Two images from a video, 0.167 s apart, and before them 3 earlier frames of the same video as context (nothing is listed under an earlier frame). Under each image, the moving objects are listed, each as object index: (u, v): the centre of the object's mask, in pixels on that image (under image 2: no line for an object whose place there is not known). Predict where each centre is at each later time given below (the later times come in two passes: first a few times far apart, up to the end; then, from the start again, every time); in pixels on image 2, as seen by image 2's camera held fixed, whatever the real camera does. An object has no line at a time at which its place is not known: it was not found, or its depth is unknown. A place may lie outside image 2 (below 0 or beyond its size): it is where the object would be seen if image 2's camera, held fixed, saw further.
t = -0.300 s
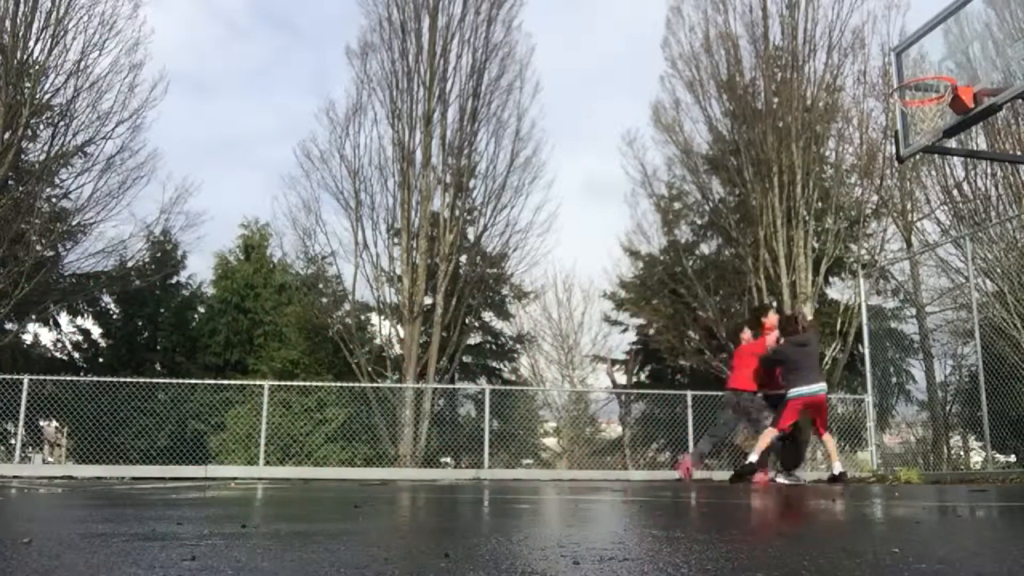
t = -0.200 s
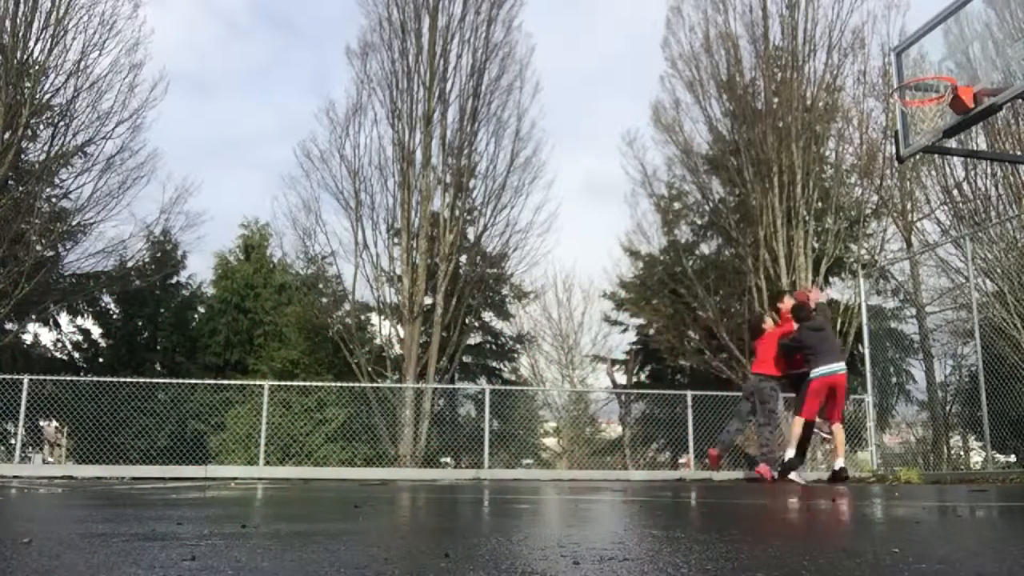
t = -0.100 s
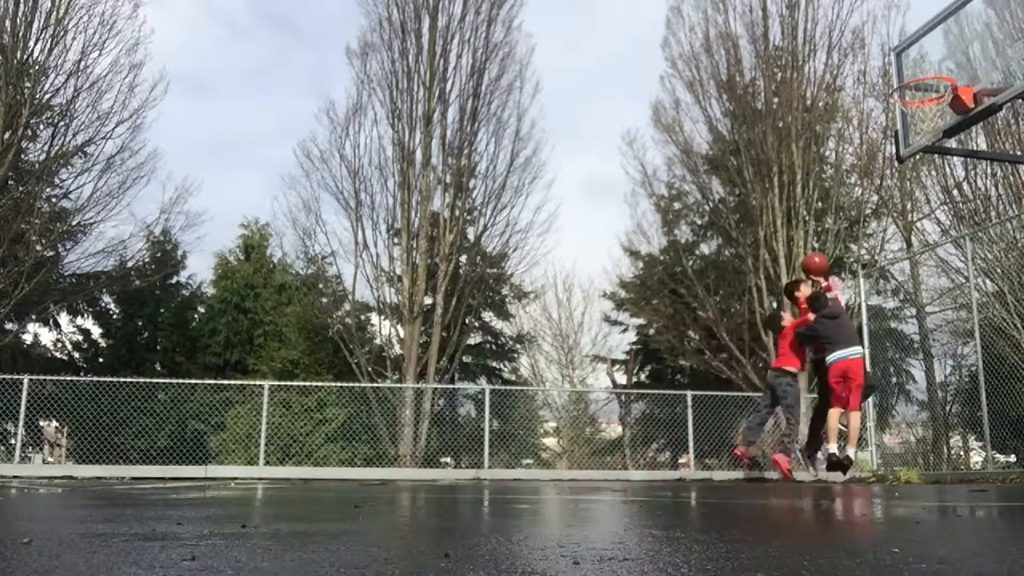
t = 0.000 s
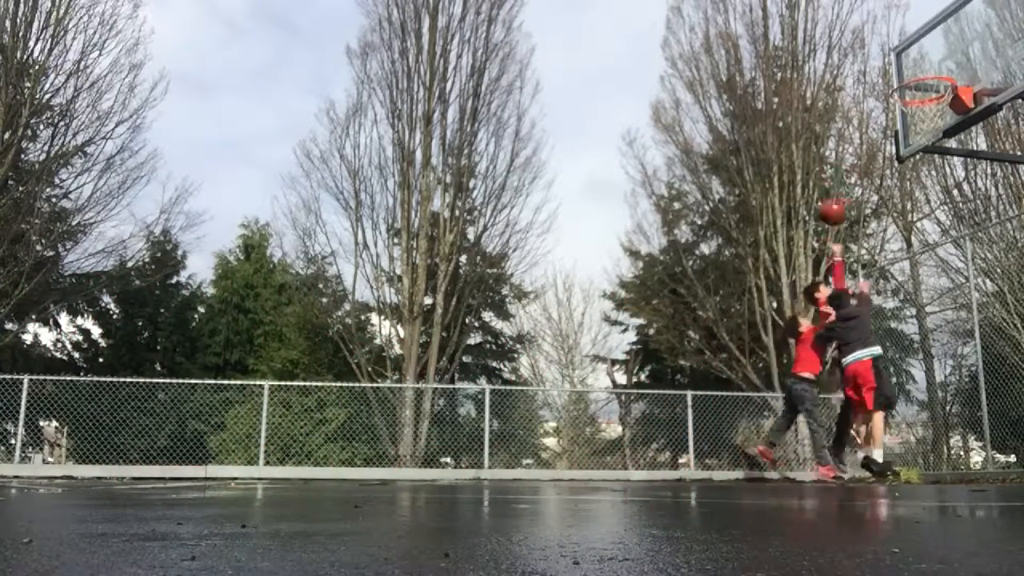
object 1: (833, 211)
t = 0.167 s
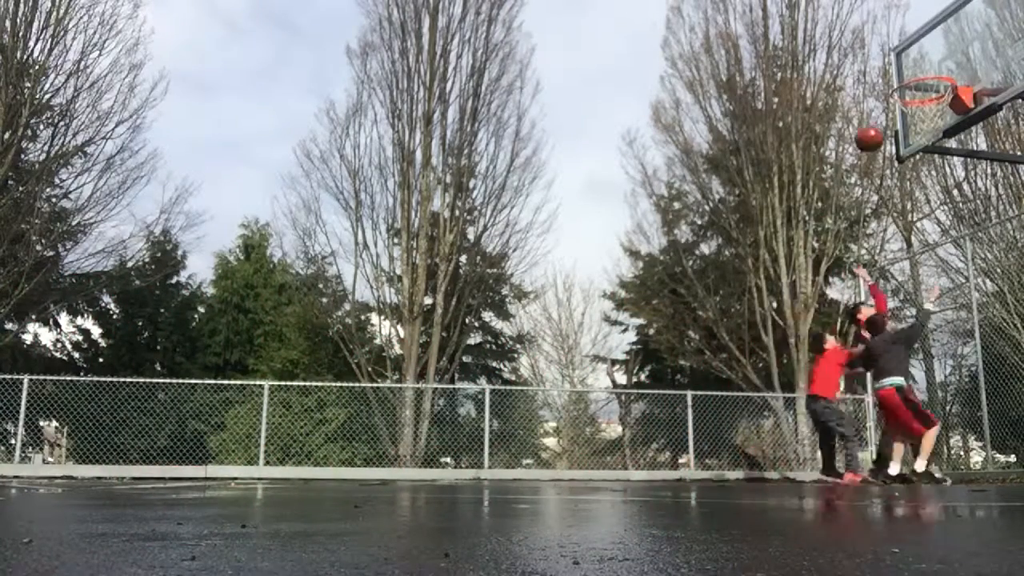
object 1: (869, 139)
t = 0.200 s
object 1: (878, 127)
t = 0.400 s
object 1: (915, 82)
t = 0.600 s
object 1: (909, 84)
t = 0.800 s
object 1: (916, 78)
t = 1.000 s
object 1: (940, 101)
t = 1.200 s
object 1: (927, 128)
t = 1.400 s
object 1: (911, 179)
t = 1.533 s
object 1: (904, 239)
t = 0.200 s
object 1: (878, 127)
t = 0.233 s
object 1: (884, 116)
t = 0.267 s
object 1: (891, 108)
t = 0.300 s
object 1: (900, 99)
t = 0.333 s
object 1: (908, 90)
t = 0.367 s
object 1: (917, 86)
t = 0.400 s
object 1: (915, 82)
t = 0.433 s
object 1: (914, 80)
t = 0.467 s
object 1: (912, 79)
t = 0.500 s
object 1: (912, 79)
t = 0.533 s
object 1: (911, 80)
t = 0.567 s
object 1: (910, 81)
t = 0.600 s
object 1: (909, 84)
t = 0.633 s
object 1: (909, 82)
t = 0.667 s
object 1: (908, 81)
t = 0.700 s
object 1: (908, 80)
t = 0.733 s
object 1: (908, 80)
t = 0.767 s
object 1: (911, 79)
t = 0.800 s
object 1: (916, 78)
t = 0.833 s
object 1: (920, 79)
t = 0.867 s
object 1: (926, 80)
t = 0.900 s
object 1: (931, 84)
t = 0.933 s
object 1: (934, 90)
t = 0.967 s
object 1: (937, 96)
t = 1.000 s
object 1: (940, 101)
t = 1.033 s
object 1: (939, 111)
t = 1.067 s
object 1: (937, 115)
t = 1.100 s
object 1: (936, 116)
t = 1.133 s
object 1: (934, 118)
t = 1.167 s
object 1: (930, 123)
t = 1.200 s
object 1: (927, 128)
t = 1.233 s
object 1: (925, 137)
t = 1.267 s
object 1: (921, 140)
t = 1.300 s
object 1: (919, 149)
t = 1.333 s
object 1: (916, 158)
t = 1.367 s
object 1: (913, 168)
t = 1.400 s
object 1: (911, 179)
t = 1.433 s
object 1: (908, 193)
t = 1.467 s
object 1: (907, 208)
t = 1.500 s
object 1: (905, 223)
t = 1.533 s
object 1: (904, 239)
